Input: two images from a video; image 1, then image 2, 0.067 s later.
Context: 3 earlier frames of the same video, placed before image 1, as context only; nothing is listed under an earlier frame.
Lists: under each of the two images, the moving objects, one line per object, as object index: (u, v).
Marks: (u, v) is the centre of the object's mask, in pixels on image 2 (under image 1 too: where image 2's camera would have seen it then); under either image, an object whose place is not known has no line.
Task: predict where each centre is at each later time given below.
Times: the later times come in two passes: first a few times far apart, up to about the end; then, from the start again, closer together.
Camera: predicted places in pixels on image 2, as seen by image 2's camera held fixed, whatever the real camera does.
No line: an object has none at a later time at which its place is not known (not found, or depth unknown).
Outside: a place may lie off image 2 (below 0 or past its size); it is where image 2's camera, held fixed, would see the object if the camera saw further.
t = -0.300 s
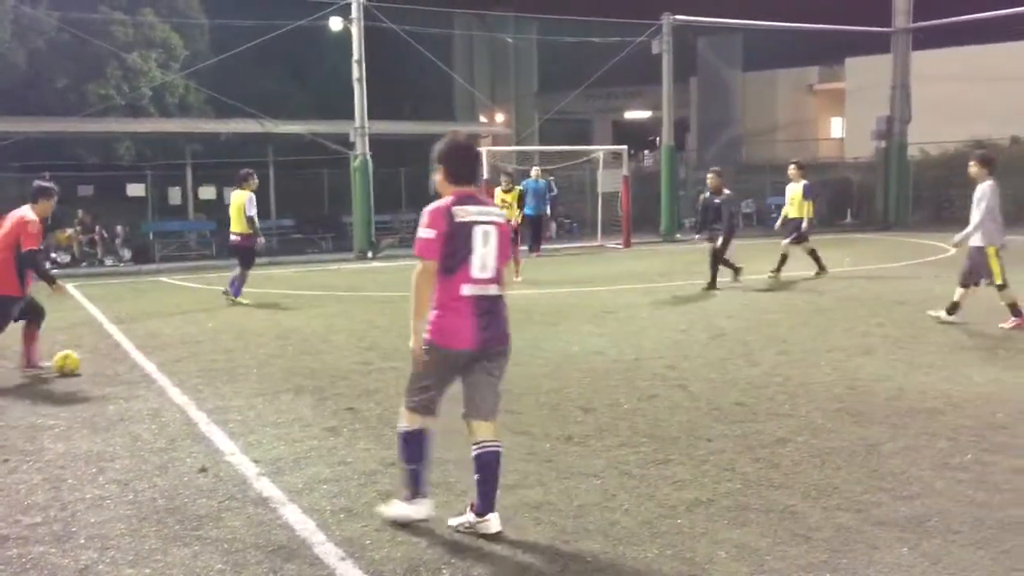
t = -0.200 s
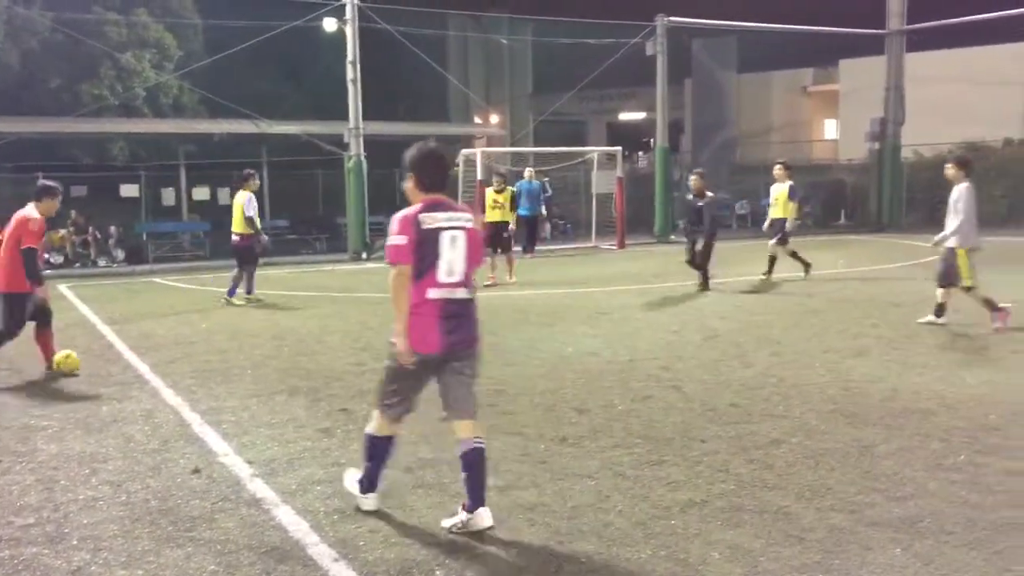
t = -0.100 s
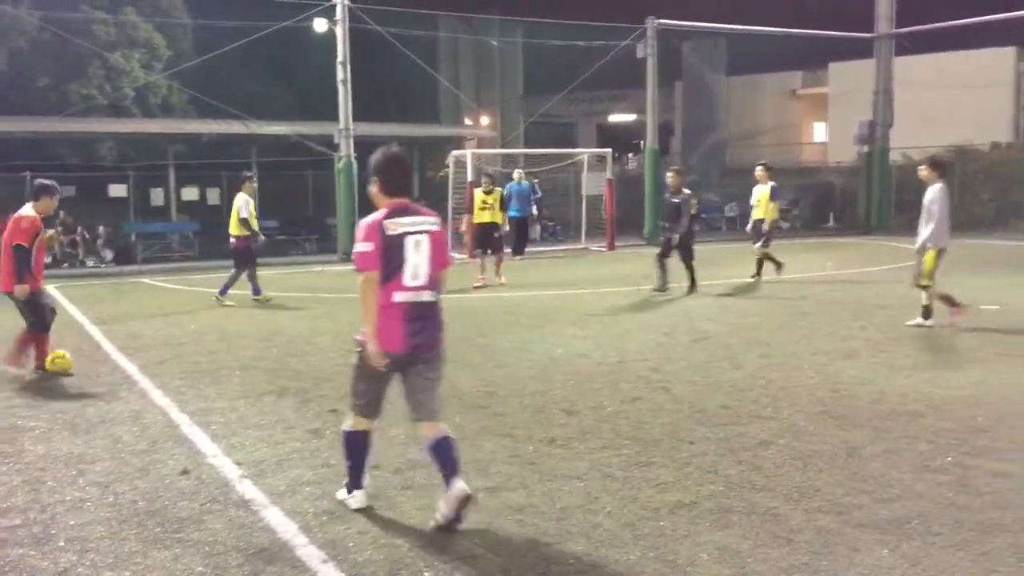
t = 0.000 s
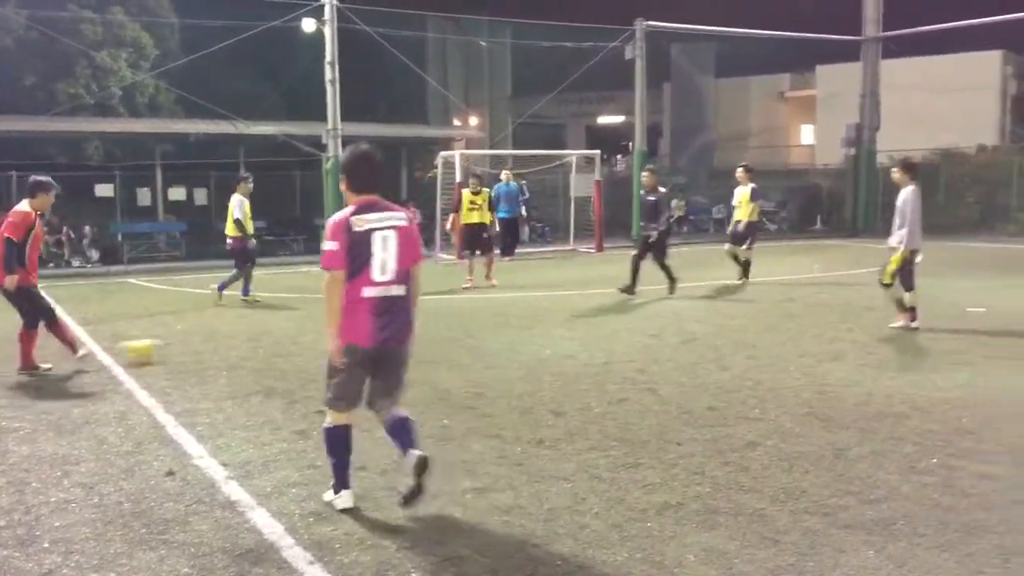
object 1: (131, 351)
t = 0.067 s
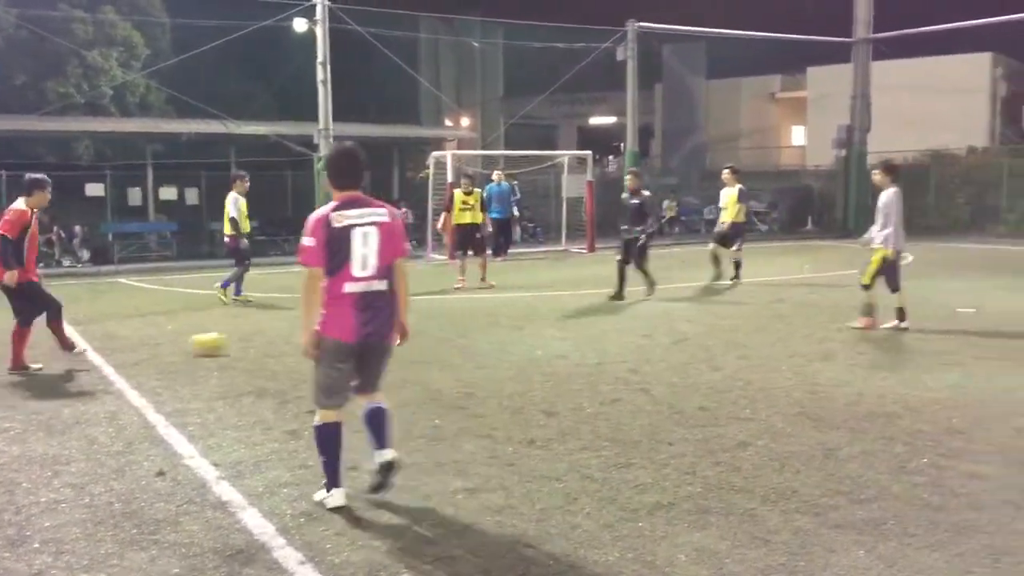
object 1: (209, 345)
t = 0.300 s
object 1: (414, 321)
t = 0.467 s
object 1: (514, 313)
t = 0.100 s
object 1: (243, 340)
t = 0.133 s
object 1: (273, 337)
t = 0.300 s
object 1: (414, 321)
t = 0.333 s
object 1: (436, 320)
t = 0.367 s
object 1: (457, 318)
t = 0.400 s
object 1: (478, 317)
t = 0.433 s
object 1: (497, 315)
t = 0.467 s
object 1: (514, 313)
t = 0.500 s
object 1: (532, 311)
